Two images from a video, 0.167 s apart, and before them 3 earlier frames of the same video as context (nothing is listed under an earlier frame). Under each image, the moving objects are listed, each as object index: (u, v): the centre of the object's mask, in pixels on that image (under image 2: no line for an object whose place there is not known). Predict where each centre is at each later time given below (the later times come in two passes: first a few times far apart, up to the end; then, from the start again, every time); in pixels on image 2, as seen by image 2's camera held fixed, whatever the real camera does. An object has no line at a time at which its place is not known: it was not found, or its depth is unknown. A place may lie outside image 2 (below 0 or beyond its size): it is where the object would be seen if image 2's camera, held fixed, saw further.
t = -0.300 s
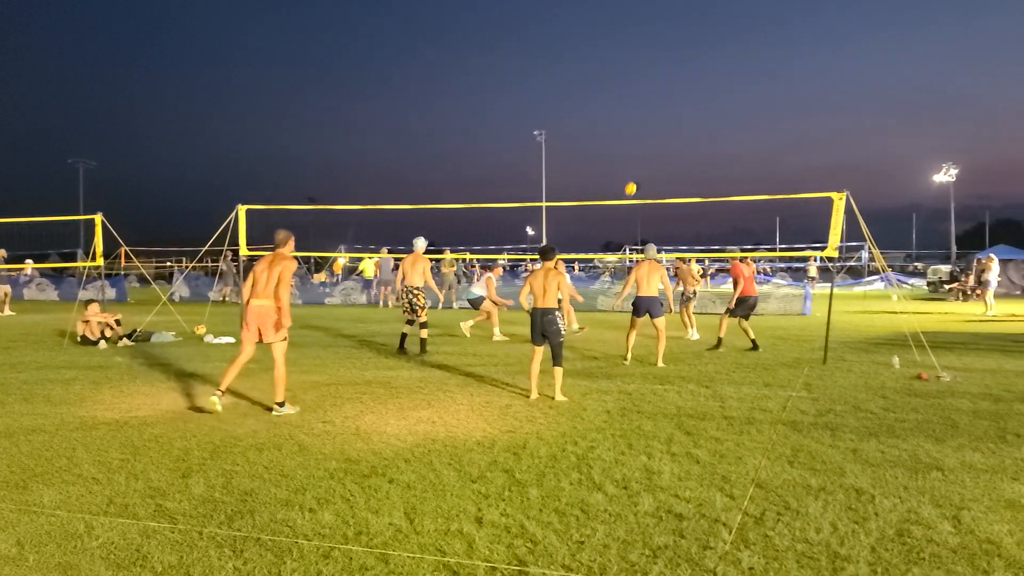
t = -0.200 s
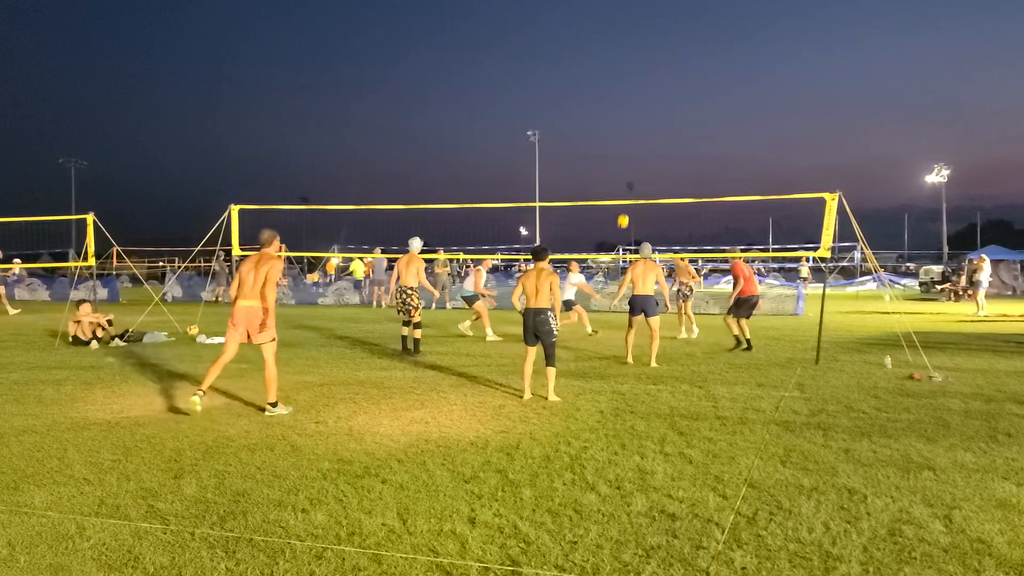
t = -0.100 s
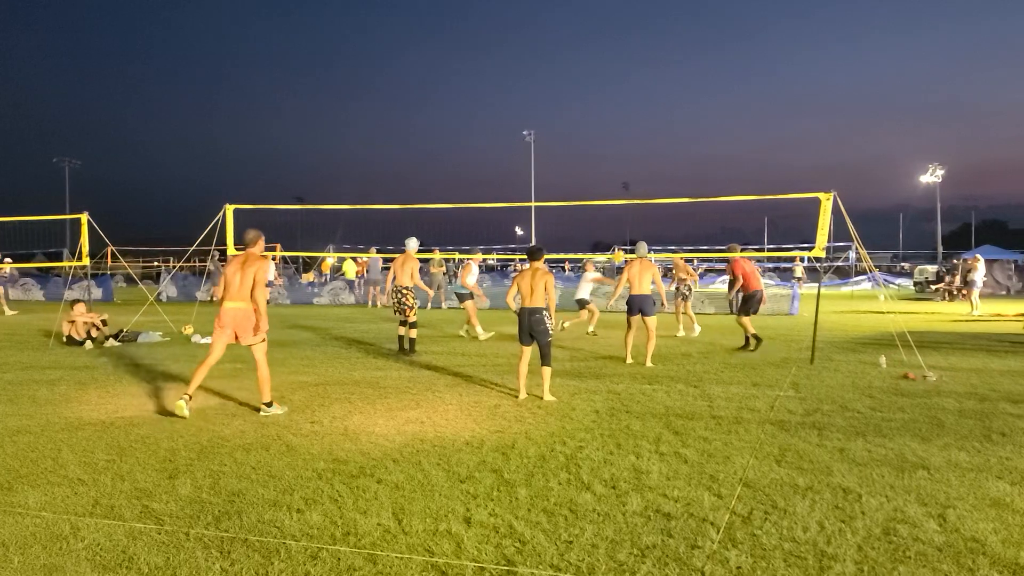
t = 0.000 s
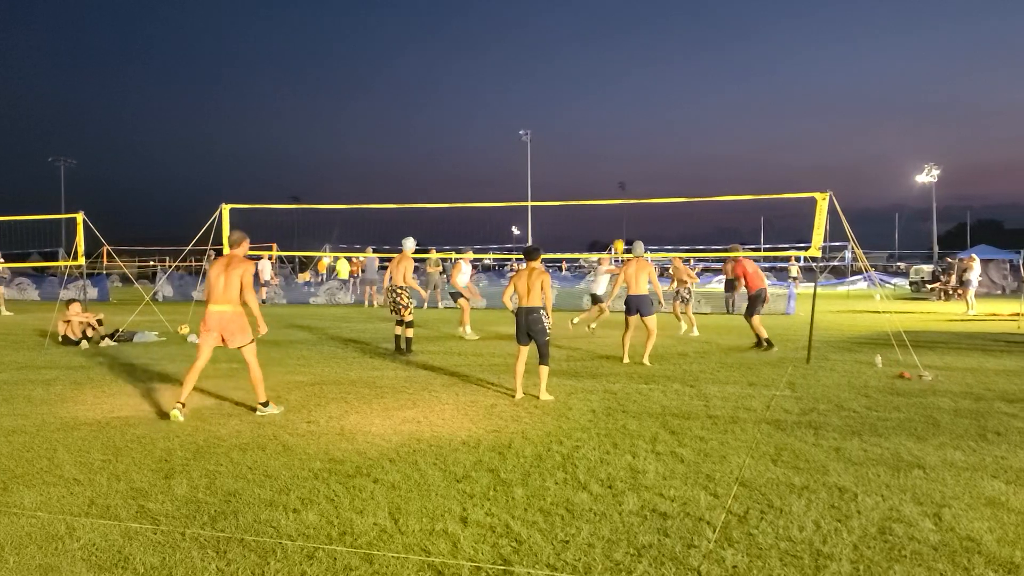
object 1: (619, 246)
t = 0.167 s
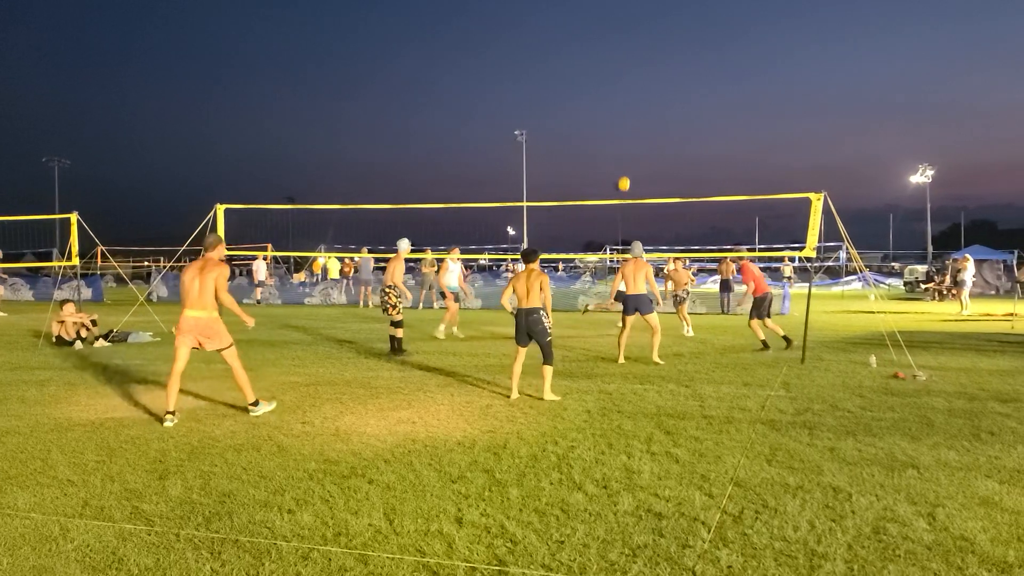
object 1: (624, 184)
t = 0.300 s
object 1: (632, 142)
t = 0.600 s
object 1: (649, 79)
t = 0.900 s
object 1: (668, 62)
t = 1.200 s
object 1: (688, 96)
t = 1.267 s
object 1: (692, 111)
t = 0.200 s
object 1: (625, 173)
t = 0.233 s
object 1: (628, 162)
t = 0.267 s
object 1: (630, 152)
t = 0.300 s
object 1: (632, 142)
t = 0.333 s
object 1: (633, 133)
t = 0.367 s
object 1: (635, 125)
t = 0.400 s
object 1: (637, 117)
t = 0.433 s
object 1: (639, 109)
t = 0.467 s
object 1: (641, 102)
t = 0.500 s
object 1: (643, 95)
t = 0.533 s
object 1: (645, 89)
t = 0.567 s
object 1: (647, 84)
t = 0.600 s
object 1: (649, 79)
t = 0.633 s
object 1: (651, 75)
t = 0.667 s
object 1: (653, 71)
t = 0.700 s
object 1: (655, 68)
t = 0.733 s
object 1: (657, 66)
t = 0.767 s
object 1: (660, 64)
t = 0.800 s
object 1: (662, 62)
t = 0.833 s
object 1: (664, 61)
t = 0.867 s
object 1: (666, 61)
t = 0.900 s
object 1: (668, 62)
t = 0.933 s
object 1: (670, 63)
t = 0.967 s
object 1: (673, 65)
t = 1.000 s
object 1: (674, 67)
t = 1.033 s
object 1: (677, 71)
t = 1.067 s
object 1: (679, 74)
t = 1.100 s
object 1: (681, 79)
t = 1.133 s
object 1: (683, 84)
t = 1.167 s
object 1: (686, 89)
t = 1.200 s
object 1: (688, 96)
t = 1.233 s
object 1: (690, 103)
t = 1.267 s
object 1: (692, 111)
